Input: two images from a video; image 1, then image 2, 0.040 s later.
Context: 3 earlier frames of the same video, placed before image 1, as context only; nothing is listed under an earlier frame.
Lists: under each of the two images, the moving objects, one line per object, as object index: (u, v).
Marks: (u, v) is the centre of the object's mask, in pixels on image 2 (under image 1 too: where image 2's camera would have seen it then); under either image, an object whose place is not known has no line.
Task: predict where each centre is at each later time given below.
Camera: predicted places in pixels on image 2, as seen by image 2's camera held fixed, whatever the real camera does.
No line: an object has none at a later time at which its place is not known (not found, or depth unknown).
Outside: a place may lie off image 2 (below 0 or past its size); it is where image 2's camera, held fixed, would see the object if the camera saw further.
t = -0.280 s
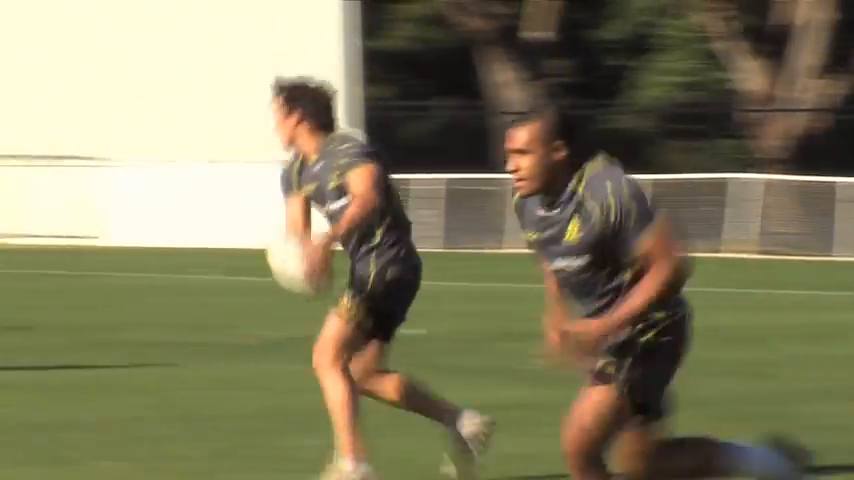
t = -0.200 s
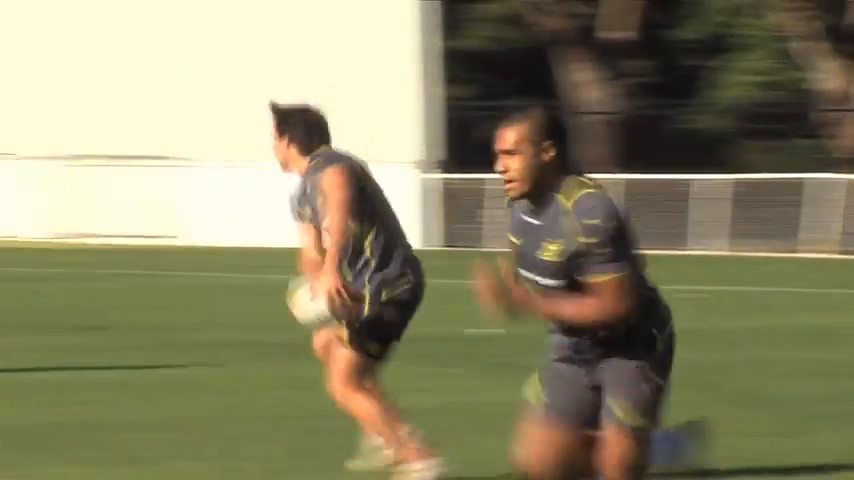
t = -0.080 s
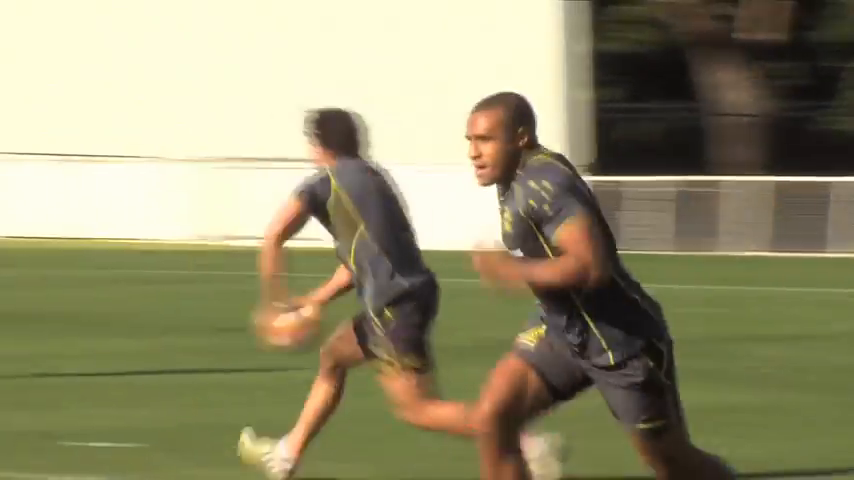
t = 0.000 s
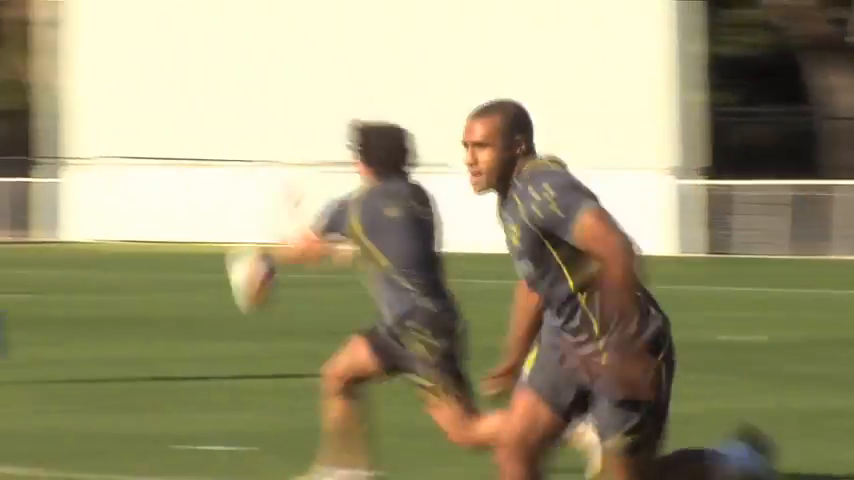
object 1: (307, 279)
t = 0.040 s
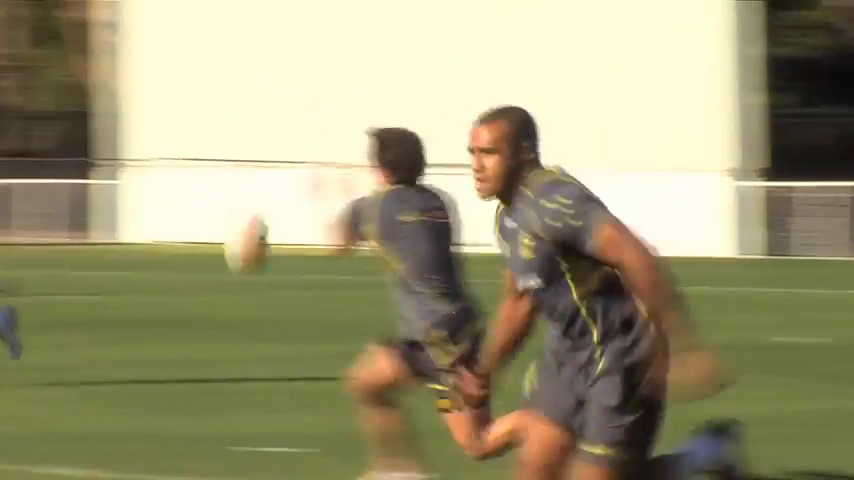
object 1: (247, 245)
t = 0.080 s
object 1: (196, 208)
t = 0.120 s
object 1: (128, 175)
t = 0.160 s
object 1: (63, 151)
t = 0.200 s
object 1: (5, 132)
